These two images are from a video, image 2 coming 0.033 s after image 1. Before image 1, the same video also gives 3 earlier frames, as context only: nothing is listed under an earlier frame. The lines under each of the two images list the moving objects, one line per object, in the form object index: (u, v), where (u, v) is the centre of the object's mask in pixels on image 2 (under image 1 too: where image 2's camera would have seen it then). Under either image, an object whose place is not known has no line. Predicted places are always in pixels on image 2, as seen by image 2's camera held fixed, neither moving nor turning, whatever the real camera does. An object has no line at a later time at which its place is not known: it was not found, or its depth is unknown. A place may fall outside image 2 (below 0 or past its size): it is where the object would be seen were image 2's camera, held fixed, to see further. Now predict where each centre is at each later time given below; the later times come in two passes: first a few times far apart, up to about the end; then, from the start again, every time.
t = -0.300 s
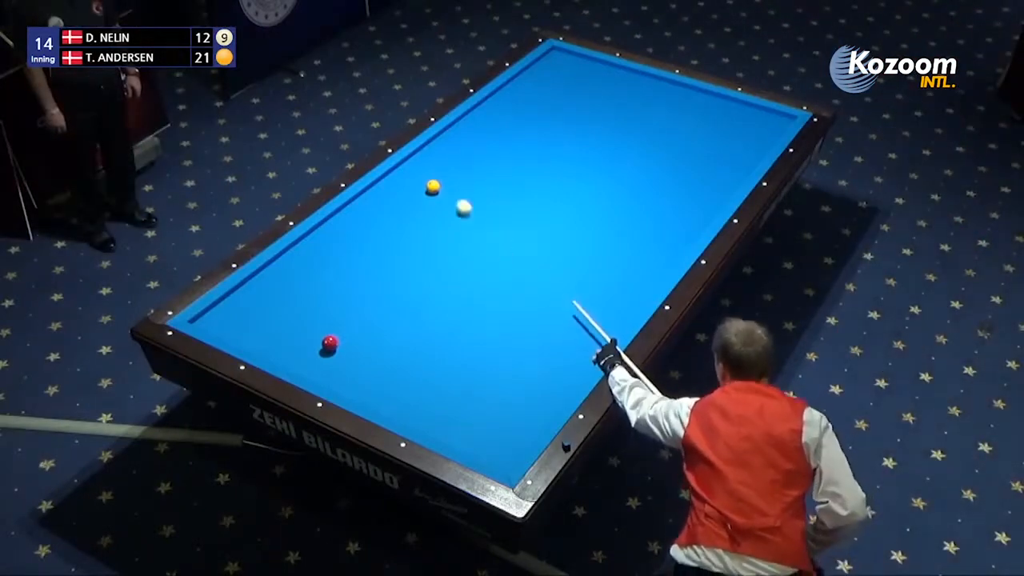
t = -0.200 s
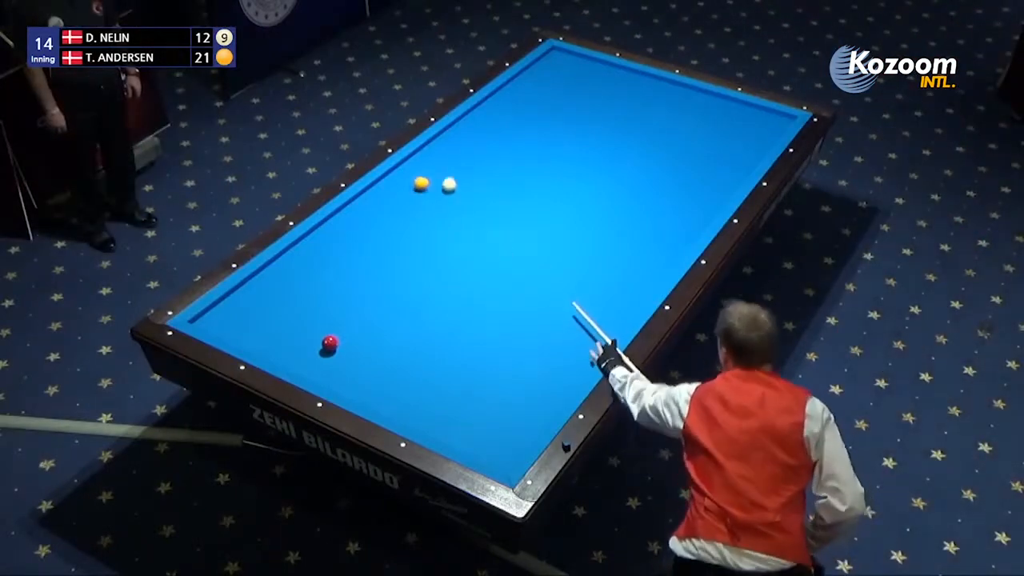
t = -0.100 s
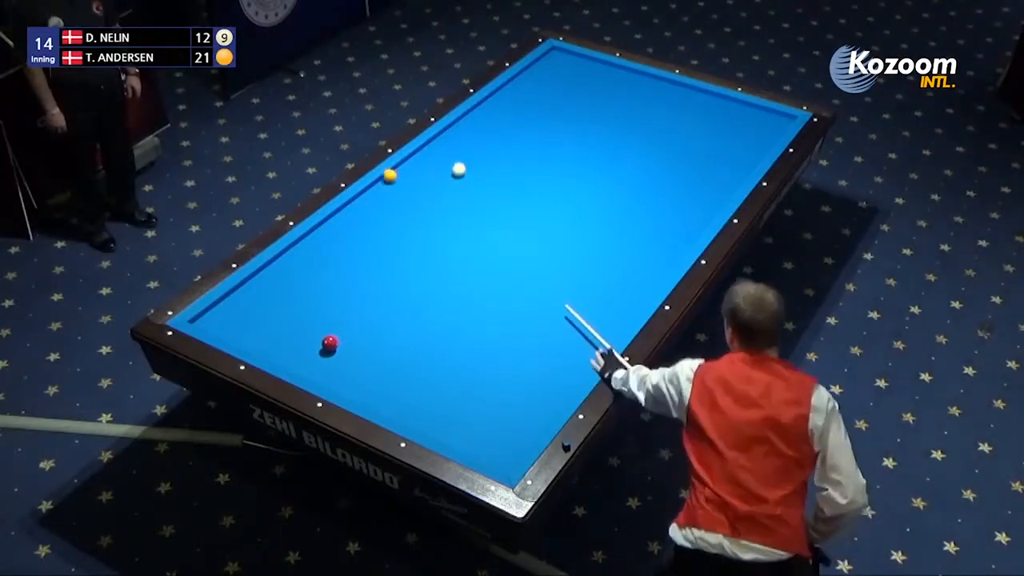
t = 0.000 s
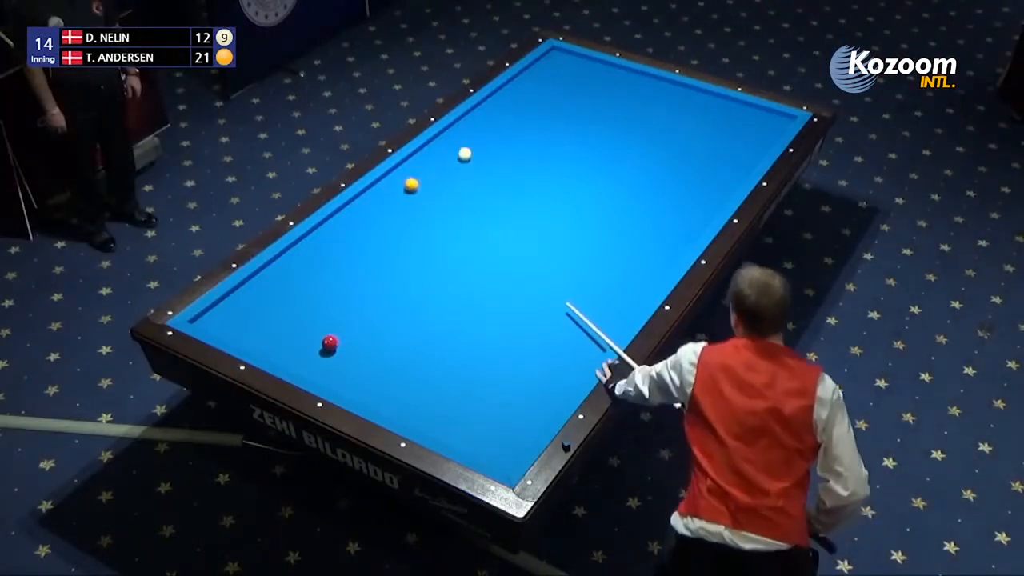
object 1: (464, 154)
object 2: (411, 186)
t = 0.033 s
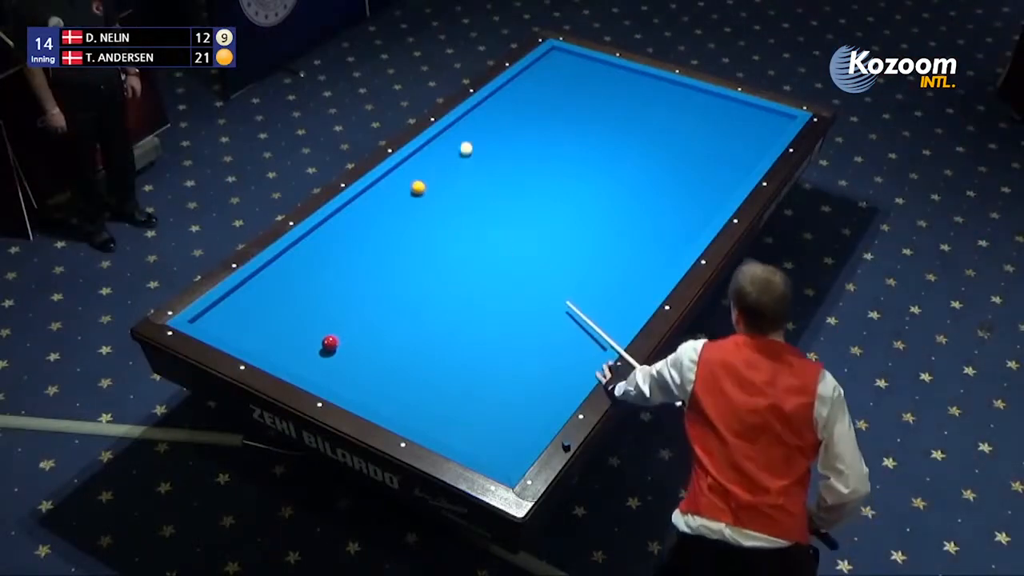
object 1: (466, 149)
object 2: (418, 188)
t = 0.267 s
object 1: (471, 114)
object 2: (459, 206)
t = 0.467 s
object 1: (507, 100)
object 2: (495, 222)
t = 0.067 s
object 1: (466, 144)
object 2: (424, 191)
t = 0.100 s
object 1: (467, 139)
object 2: (430, 194)
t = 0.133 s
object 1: (468, 134)
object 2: (436, 196)
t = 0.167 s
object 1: (469, 129)
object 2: (442, 199)
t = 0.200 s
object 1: (470, 124)
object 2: (448, 201)
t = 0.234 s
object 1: (470, 119)
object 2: (453, 204)
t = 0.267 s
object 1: (471, 114)
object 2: (459, 206)
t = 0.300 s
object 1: (475, 111)
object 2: (465, 209)
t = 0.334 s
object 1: (482, 109)
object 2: (471, 212)
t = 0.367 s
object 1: (489, 106)
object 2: (477, 214)
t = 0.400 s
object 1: (495, 104)
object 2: (483, 217)
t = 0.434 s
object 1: (501, 102)
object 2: (489, 220)
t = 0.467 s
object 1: (507, 100)
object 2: (495, 222)
